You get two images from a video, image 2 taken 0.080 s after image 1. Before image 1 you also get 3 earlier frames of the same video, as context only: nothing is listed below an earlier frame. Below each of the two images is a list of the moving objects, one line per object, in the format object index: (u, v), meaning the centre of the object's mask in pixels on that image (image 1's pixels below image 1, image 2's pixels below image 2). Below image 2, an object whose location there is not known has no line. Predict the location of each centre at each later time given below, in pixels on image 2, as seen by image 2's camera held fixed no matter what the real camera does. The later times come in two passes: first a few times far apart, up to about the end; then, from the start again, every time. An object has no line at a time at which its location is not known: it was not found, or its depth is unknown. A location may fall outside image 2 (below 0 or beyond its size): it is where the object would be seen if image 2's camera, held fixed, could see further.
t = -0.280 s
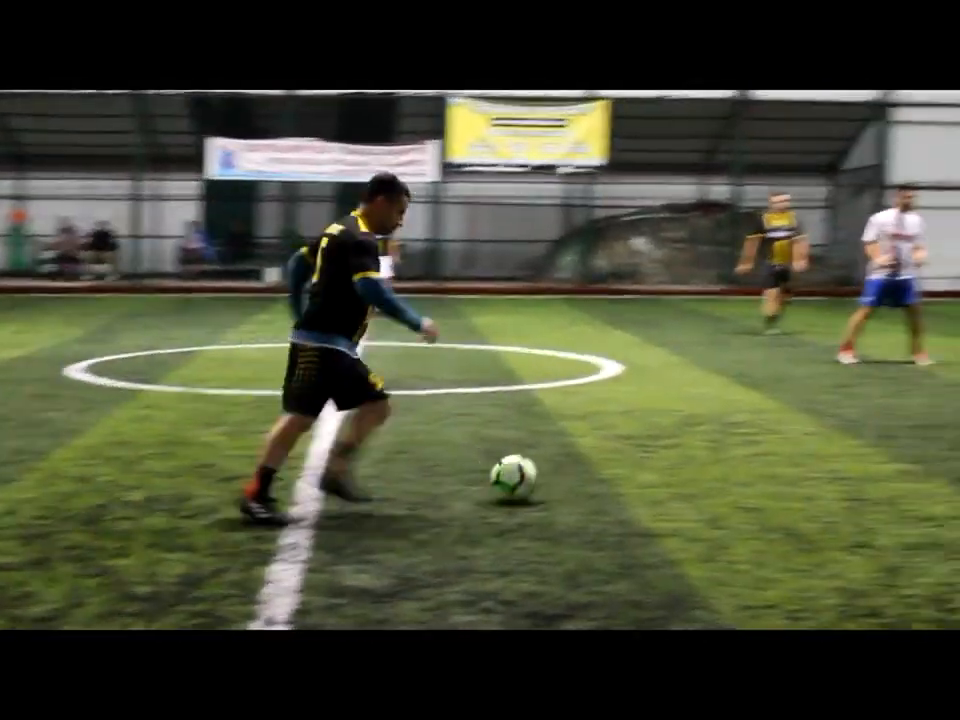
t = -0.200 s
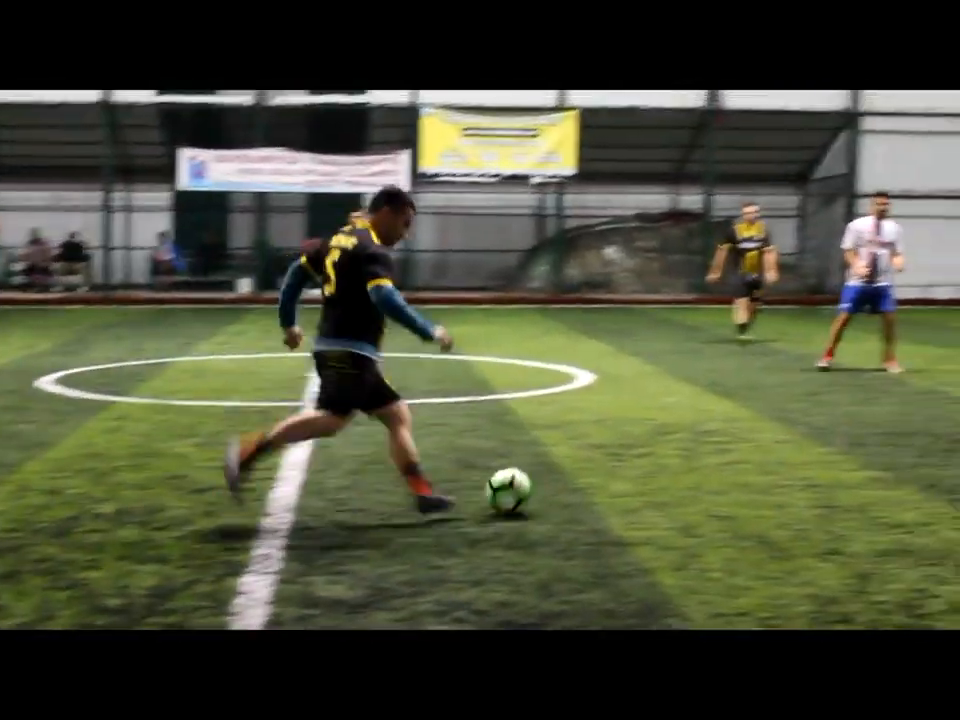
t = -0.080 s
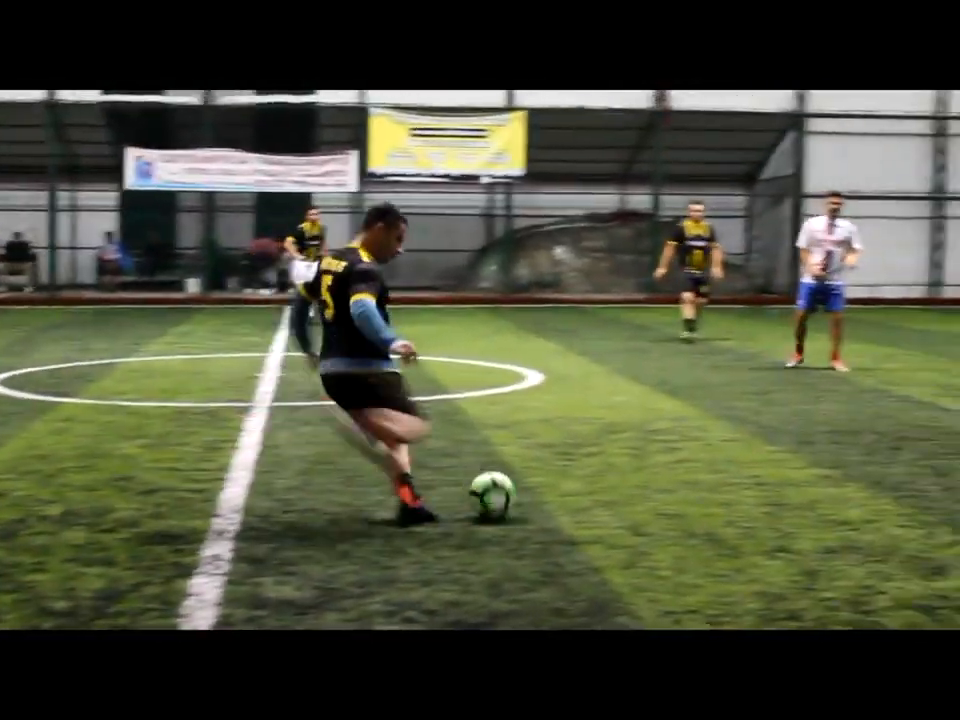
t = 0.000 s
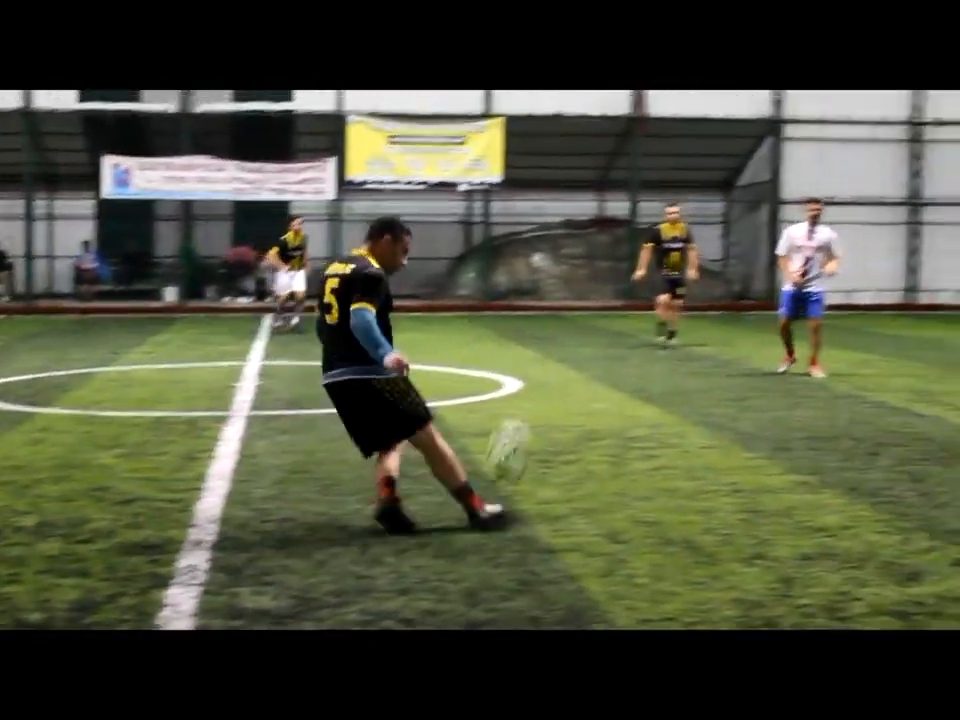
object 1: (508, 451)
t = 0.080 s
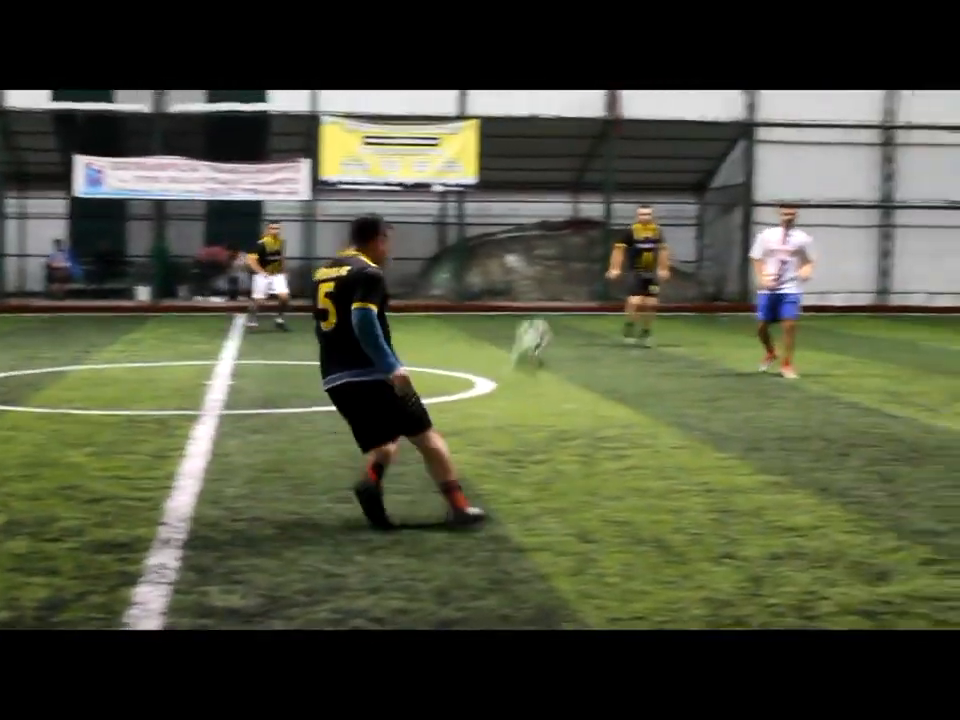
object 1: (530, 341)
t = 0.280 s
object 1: (613, 192)
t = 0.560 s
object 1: (680, 119)
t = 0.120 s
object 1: (549, 305)
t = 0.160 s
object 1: (567, 275)
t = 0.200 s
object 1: (584, 246)
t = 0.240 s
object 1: (598, 218)
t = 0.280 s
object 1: (613, 192)
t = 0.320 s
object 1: (625, 176)
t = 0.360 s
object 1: (637, 162)
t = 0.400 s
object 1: (648, 149)
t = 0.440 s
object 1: (656, 137)
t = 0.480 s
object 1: (665, 131)
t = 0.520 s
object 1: (672, 124)
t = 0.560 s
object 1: (680, 119)
